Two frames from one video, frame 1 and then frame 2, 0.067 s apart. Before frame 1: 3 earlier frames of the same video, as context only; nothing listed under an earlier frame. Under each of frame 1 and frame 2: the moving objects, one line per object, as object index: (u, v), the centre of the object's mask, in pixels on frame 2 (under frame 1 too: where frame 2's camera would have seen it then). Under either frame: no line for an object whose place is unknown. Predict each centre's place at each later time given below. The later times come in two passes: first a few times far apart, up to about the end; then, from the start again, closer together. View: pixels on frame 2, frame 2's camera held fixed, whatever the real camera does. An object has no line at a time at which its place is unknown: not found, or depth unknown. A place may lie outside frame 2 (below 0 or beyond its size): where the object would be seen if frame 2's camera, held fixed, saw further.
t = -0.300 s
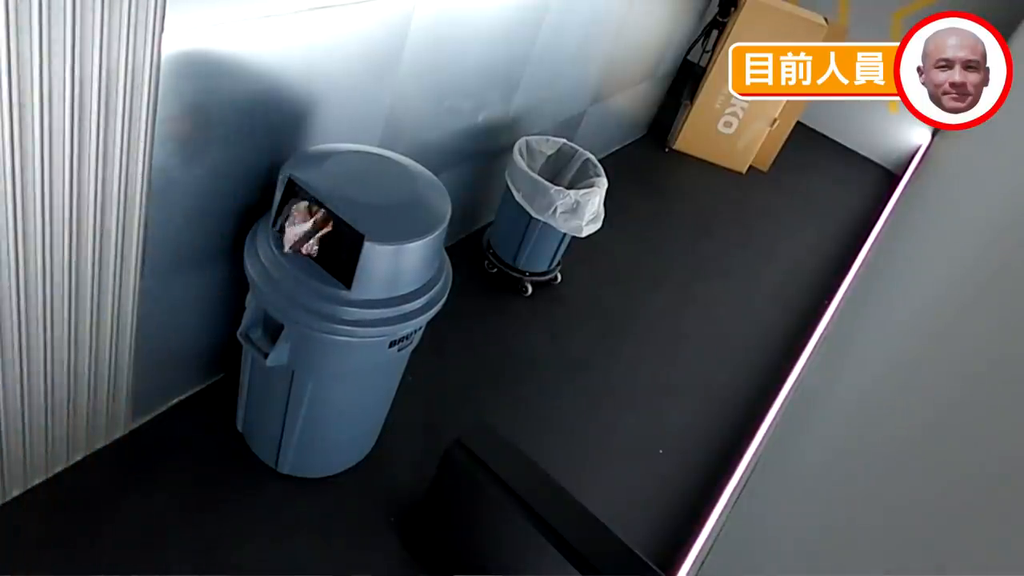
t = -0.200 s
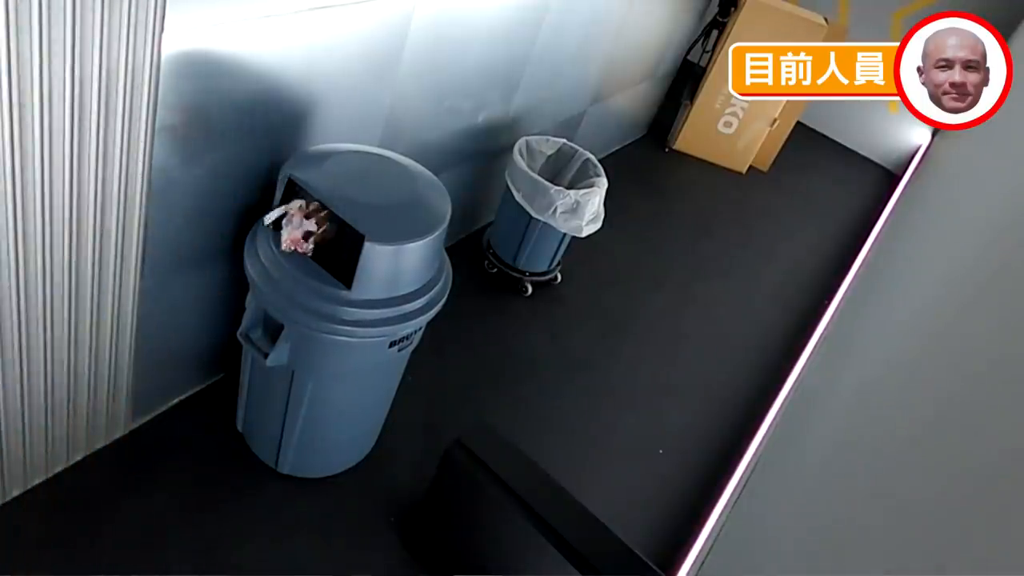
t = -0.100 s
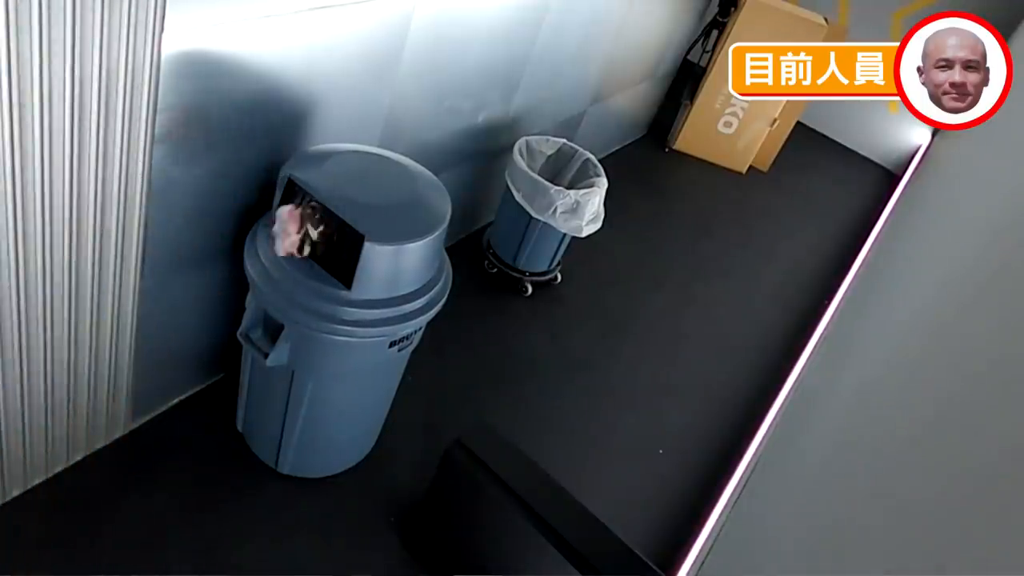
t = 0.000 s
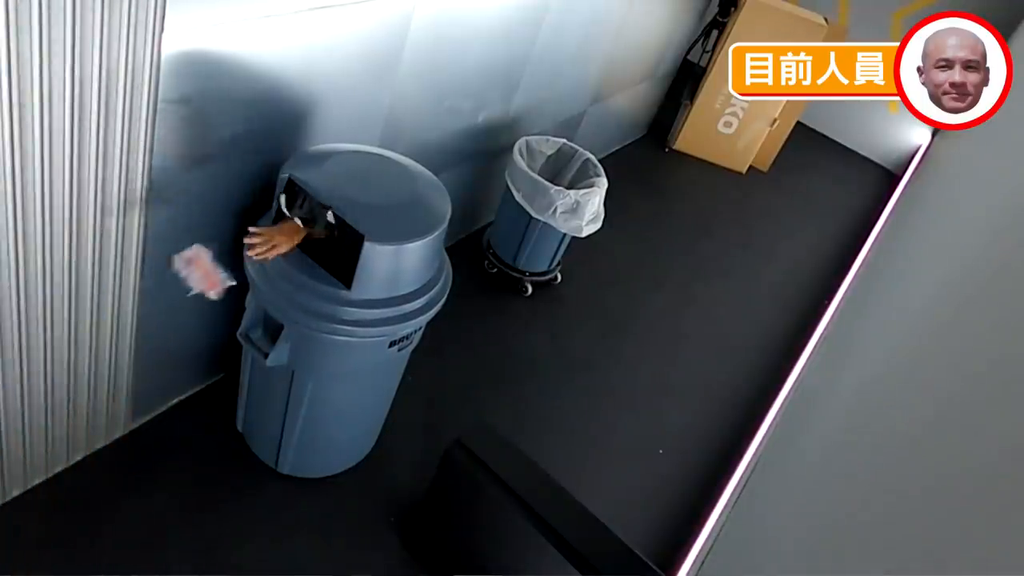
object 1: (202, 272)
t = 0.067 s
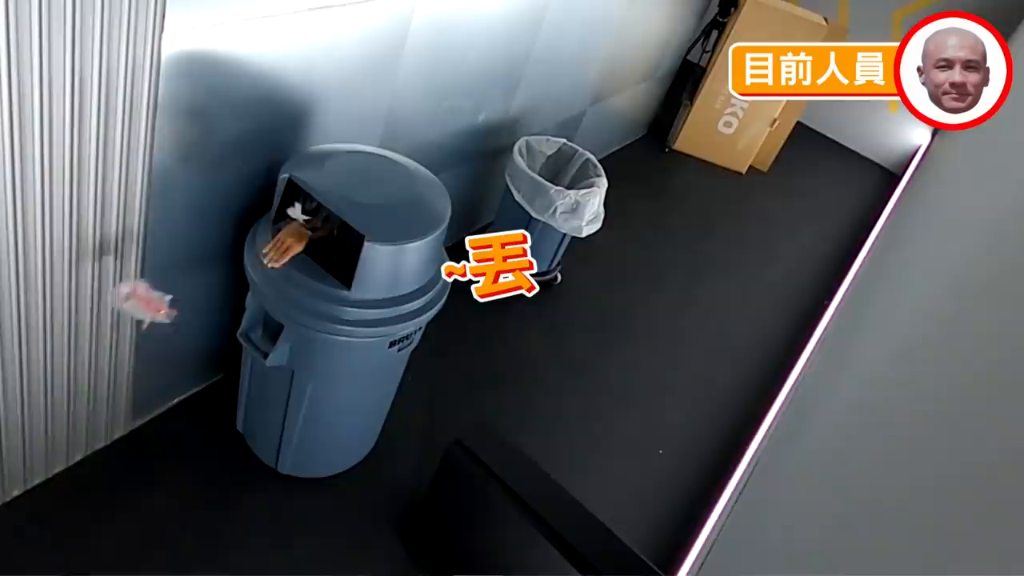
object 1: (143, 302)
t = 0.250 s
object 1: (35, 397)
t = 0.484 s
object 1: (48, 508)
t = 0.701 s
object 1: (54, 519)
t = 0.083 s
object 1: (130, 311)
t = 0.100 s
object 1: (118, 318)
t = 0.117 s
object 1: (106, 327)
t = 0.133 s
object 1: (94, 335)
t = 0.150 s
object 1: (84, 344)
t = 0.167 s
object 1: (74, 353)
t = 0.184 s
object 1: (63, 362)
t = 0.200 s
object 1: (54, 371)
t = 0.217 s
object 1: (46, 381)
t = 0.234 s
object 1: (39, 389)
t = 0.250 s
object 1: (35, 397)
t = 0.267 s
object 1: (31, 405)
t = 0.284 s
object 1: (28, 414)
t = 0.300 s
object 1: (27, 423)
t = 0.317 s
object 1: (26, 433)
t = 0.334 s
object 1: (24, 442)
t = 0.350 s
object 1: (24, 451)
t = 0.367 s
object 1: (25, 459)
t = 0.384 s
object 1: (27, 467)
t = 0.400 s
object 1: (30, 475)
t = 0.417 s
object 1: (33, 482)
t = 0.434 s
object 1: (36, 489)
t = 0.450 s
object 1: (40, 495)
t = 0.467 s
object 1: (44, 502)
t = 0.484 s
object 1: (48, 508)
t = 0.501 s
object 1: (51, 513)
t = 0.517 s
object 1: (53, 515)
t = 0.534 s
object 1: (56, 519)
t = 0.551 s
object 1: (57, 520)
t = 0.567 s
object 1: (57, 519)
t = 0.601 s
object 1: (58, 517)
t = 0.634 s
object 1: (57, 518)
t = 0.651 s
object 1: (56, 518)
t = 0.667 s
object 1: (56, 519)
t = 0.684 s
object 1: (55, 519)
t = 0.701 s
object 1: (54, 519)
